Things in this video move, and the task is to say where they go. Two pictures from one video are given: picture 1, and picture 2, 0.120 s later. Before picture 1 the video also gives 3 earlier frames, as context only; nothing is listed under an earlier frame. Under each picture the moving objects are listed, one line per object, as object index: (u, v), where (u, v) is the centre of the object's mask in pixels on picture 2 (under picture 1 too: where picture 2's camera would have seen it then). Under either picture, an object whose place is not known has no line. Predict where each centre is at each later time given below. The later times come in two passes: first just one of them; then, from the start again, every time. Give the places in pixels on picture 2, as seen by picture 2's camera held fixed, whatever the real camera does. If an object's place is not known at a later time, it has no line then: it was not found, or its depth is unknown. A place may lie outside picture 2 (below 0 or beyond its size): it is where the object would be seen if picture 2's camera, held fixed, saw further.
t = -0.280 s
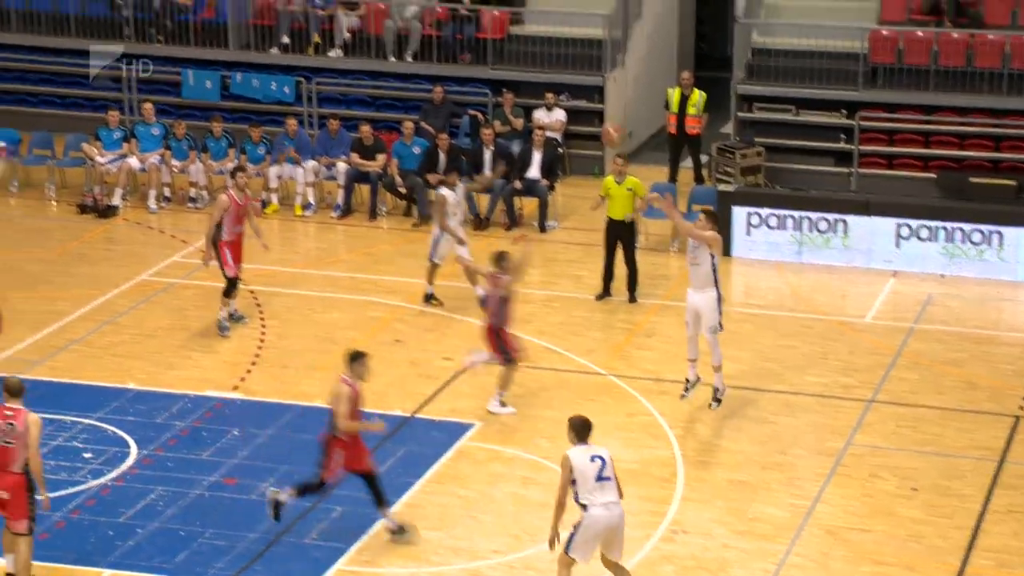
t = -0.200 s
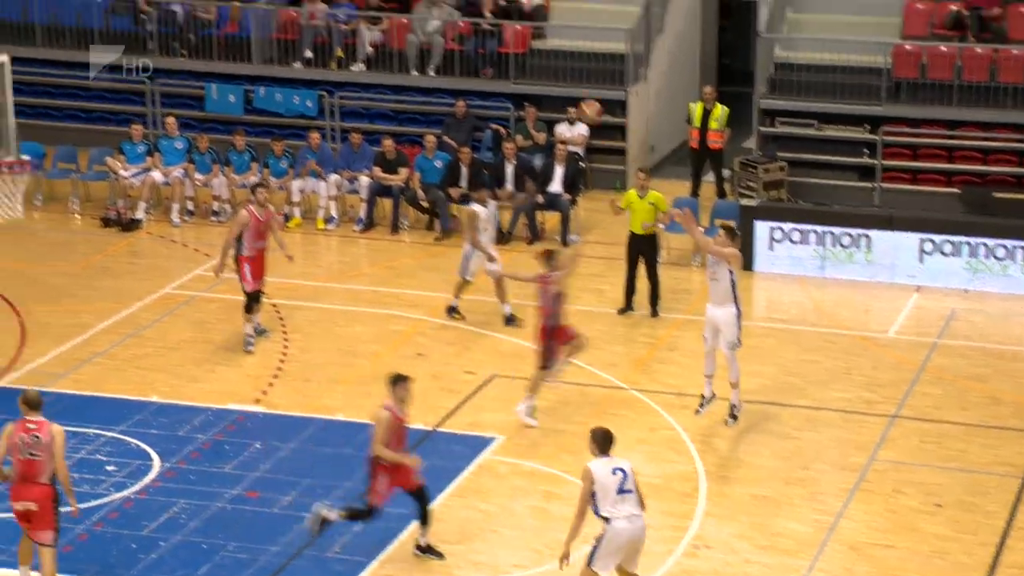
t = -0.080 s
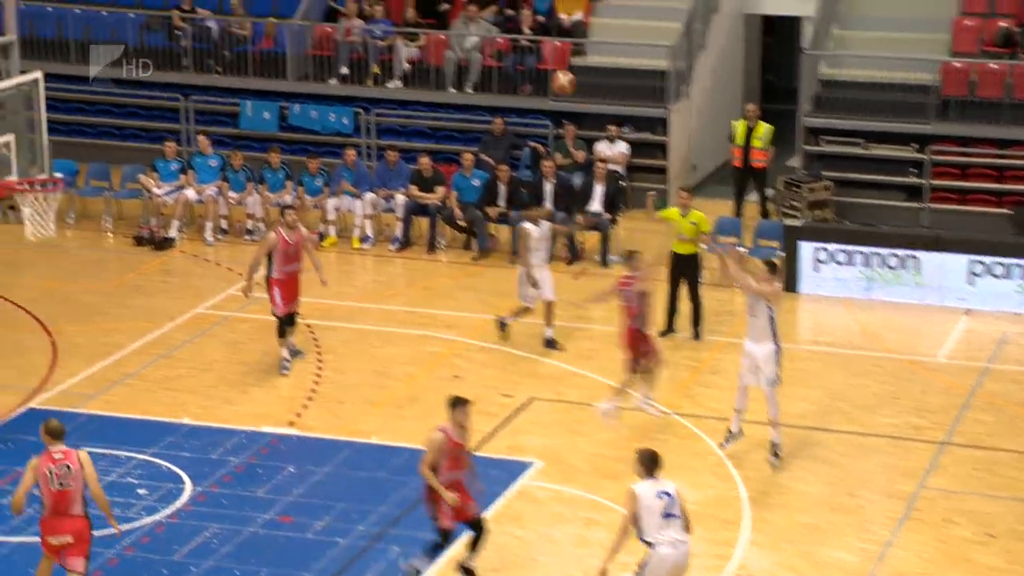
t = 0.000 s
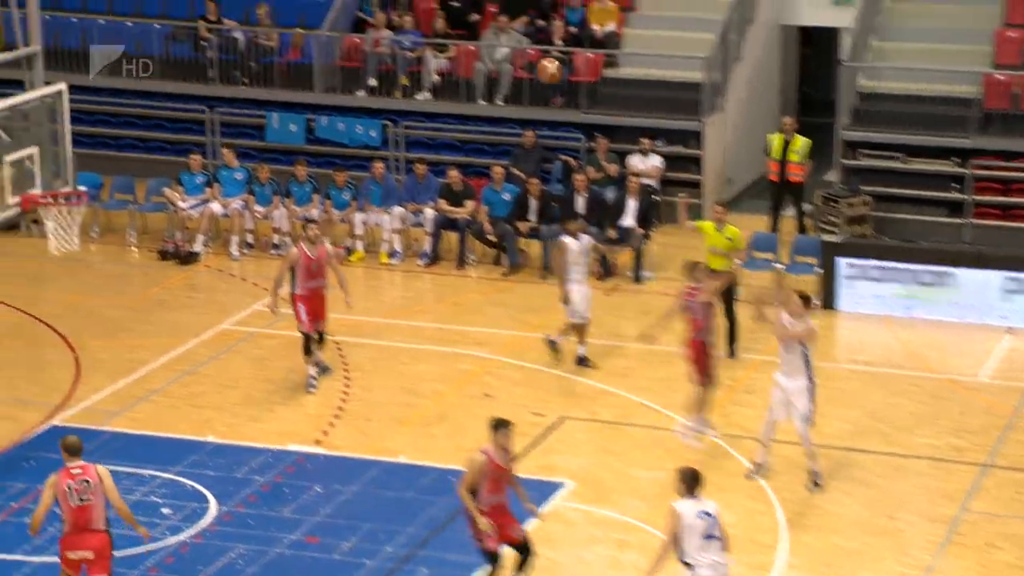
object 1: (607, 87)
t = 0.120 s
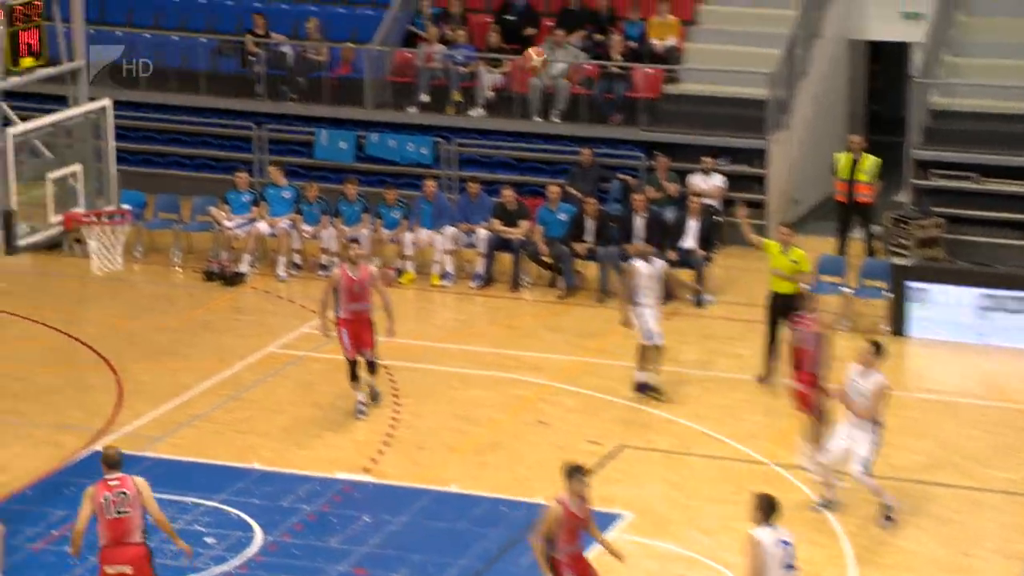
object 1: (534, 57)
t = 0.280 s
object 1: (438, 46)
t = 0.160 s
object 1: (510, 51)
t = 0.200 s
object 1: (486, 48)
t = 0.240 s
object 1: (462, 46)
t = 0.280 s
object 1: (438, 46)
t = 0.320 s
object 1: (412, 42)
